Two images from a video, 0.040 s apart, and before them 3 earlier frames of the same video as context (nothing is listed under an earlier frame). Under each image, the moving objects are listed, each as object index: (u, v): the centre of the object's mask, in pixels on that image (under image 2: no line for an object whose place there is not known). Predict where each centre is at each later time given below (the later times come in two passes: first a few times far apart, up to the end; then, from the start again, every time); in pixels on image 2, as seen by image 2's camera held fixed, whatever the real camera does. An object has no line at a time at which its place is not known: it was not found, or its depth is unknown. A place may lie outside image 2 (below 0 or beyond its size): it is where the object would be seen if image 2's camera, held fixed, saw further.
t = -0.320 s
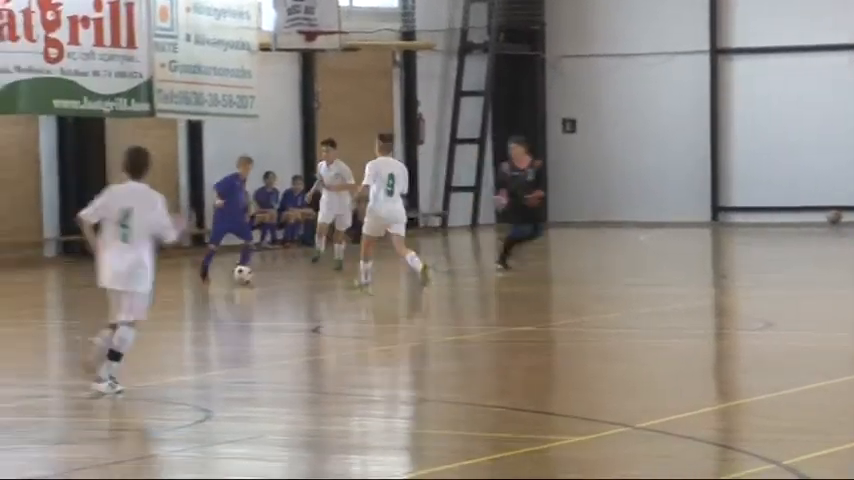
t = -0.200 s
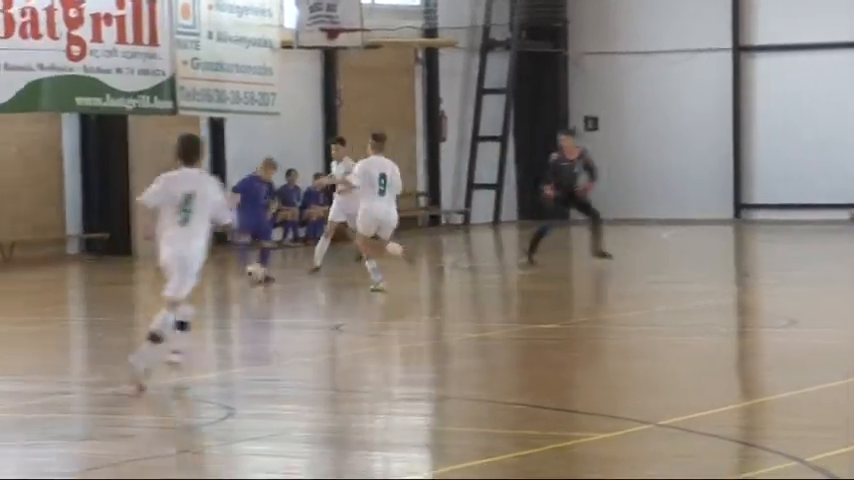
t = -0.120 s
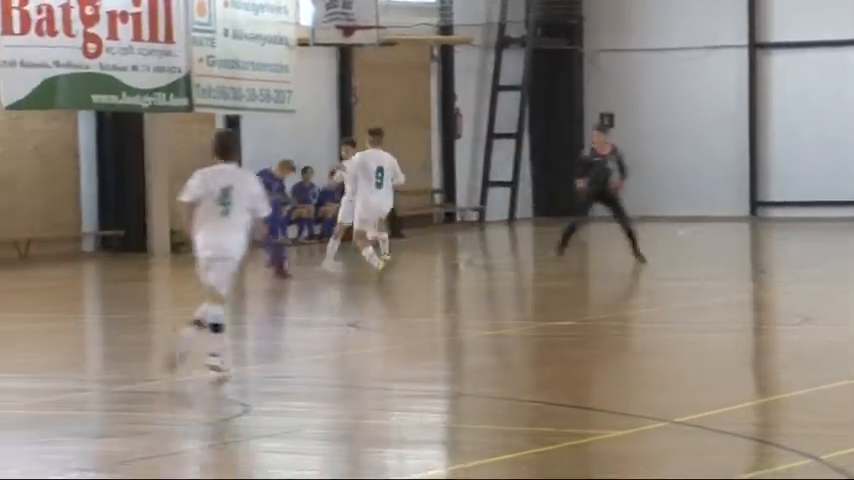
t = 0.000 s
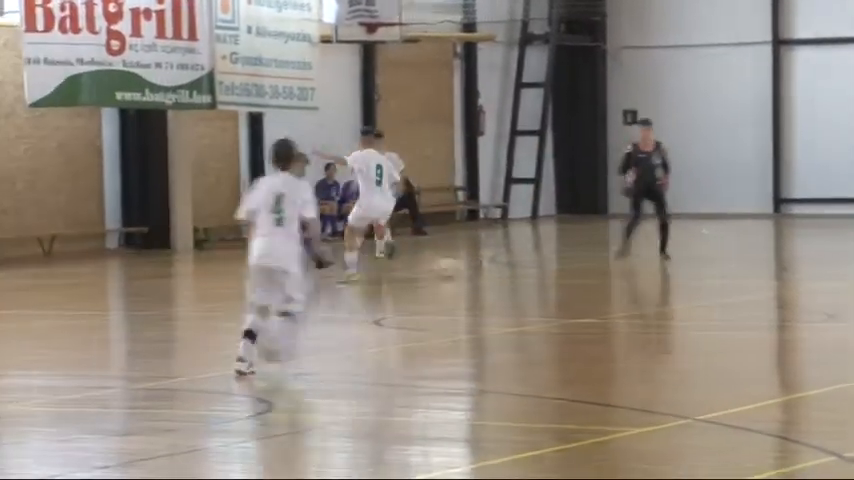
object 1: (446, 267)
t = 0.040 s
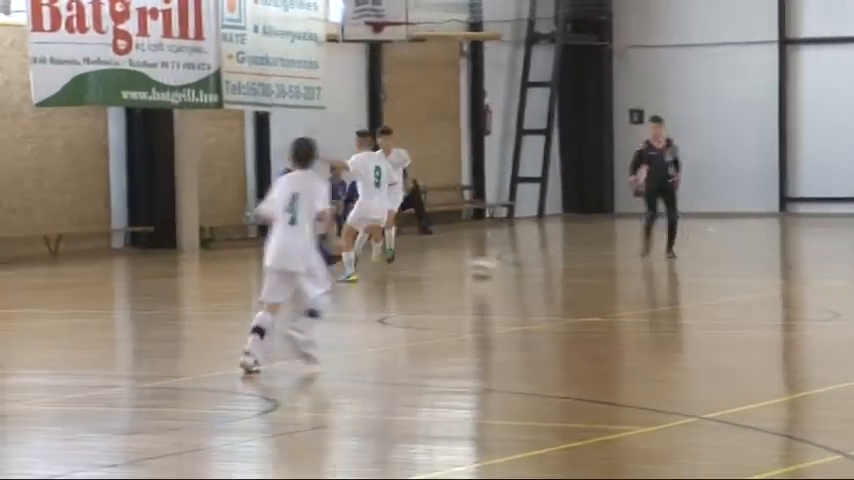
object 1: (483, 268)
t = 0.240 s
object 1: (627, 269)
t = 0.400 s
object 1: (739, 271)
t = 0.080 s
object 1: (511, 266)
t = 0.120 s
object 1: (542, 266)
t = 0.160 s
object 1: (571, 268)
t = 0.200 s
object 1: (599, 269)
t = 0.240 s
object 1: (627, 269)
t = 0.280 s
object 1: (656, 269)
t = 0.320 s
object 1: (684, 270)
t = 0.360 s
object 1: (712, 270)
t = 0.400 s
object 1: (739, 271)
